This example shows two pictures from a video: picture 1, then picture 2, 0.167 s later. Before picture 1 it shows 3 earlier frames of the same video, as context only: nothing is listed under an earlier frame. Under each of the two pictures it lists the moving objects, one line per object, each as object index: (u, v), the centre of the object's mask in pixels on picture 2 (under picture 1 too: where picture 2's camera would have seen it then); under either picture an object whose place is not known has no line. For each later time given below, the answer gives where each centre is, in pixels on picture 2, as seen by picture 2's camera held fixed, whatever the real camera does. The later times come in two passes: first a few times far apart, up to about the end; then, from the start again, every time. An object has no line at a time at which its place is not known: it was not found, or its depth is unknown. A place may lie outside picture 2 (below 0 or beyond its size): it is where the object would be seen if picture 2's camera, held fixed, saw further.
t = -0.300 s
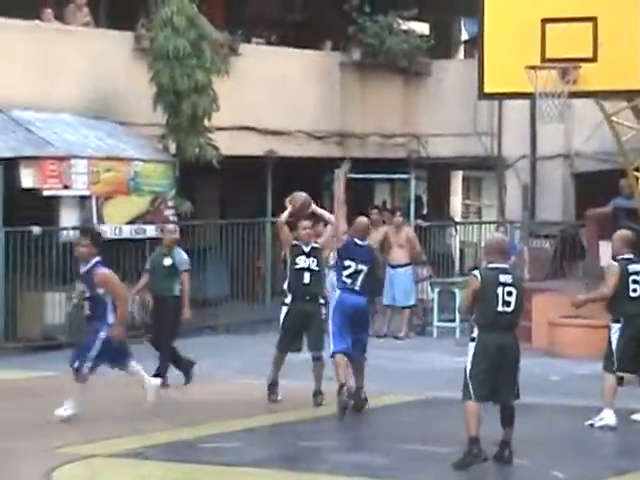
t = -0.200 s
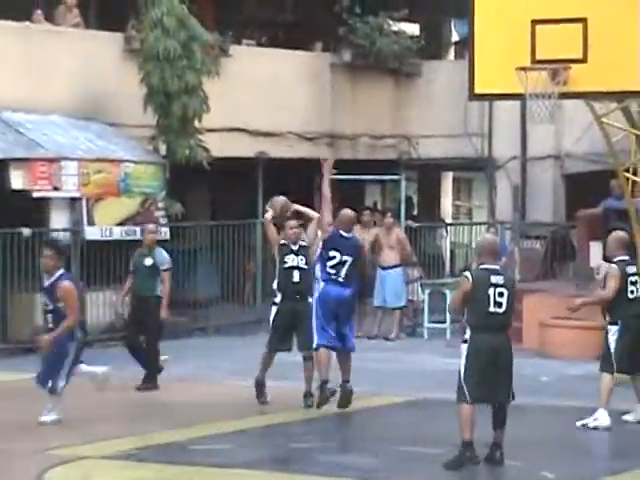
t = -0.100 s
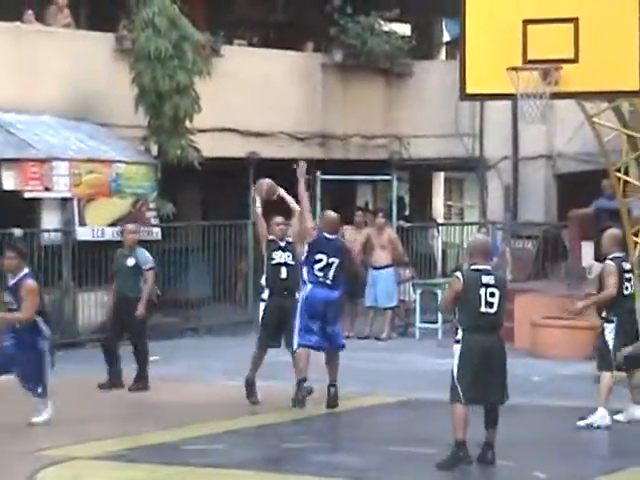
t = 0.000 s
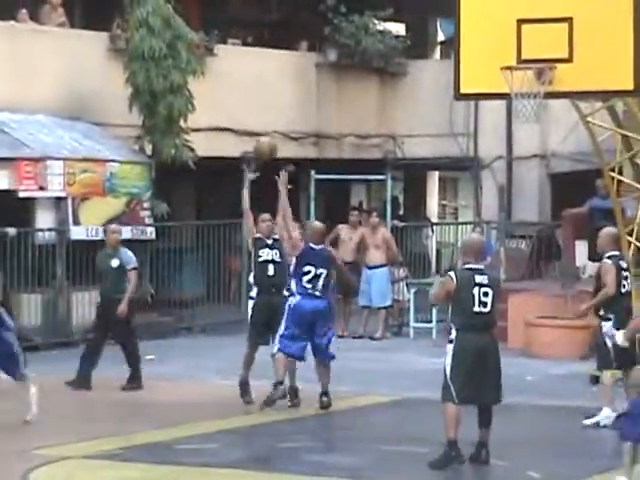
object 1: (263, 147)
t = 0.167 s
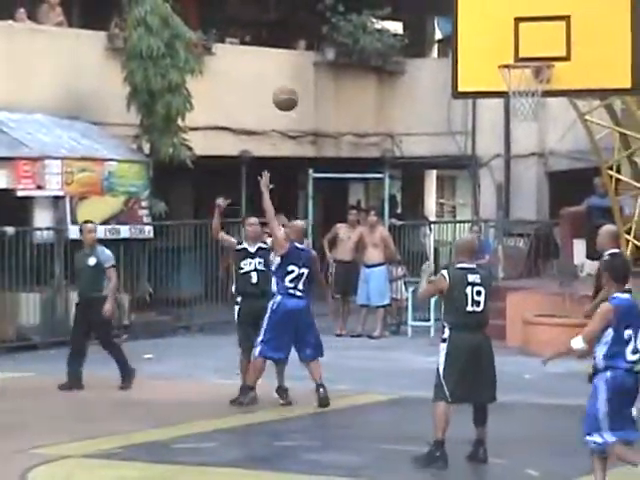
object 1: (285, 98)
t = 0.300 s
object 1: (305, 78)
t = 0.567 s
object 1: (347, 100)
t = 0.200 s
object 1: (290, 93)
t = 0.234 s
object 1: (296, 85)
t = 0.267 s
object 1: (300, 82)
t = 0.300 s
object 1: (305, 78)
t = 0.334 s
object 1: (311, 75)
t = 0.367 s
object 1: (315, 75)
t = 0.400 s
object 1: (320, 74)
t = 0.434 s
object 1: (325, 76)
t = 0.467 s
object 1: (329, 79)
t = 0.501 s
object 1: (335, 84)
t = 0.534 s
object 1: (341, 91)
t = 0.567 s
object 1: (347, 100)
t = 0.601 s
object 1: (352, 110)
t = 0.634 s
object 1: (356, 120)
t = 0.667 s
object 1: (362, 130)
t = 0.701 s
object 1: (367, 142)
